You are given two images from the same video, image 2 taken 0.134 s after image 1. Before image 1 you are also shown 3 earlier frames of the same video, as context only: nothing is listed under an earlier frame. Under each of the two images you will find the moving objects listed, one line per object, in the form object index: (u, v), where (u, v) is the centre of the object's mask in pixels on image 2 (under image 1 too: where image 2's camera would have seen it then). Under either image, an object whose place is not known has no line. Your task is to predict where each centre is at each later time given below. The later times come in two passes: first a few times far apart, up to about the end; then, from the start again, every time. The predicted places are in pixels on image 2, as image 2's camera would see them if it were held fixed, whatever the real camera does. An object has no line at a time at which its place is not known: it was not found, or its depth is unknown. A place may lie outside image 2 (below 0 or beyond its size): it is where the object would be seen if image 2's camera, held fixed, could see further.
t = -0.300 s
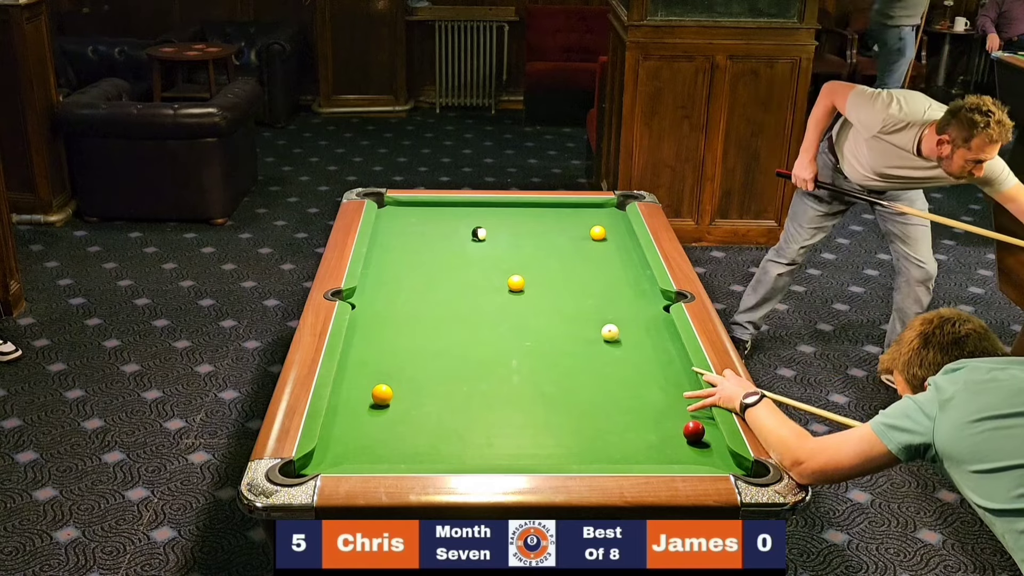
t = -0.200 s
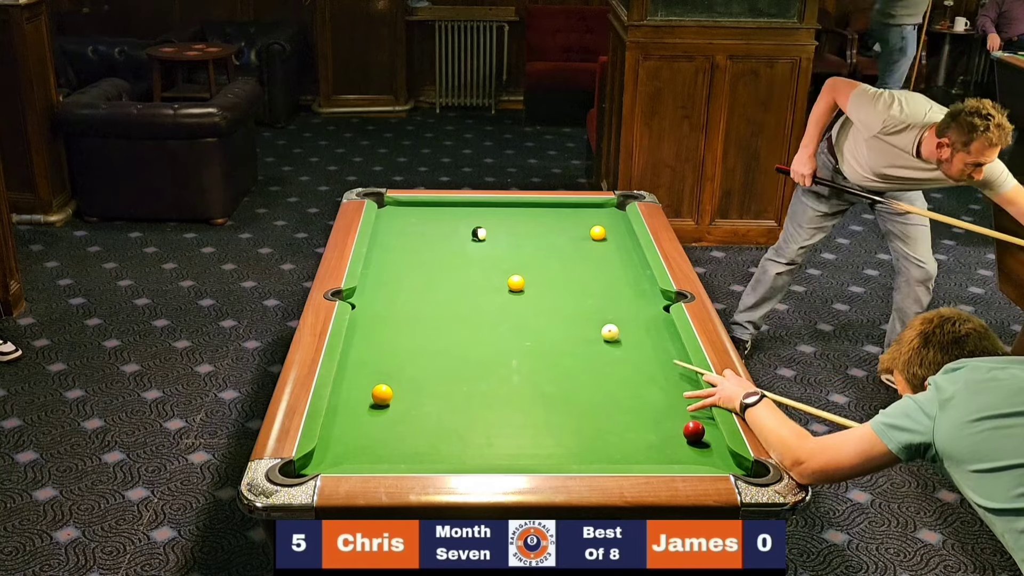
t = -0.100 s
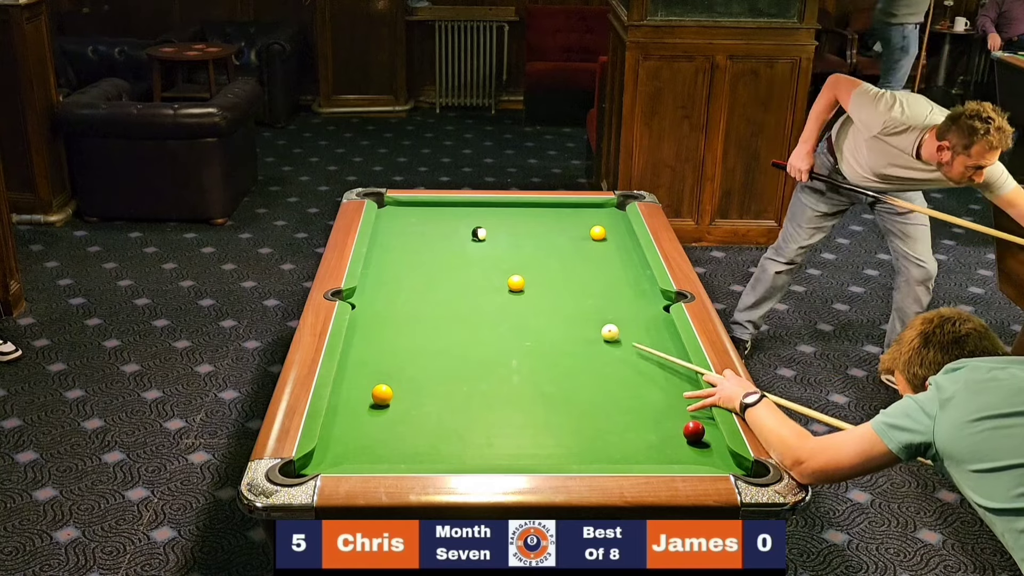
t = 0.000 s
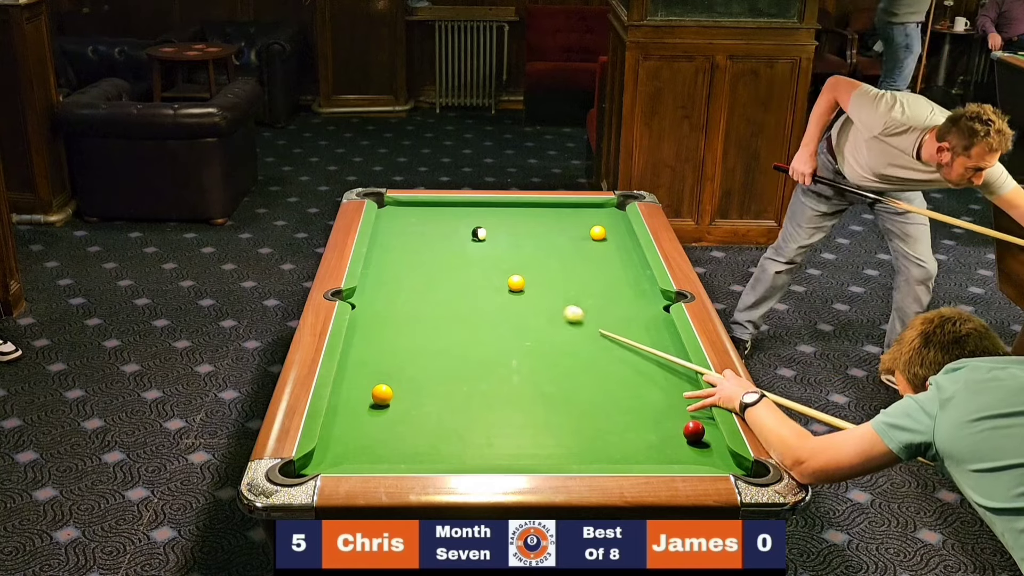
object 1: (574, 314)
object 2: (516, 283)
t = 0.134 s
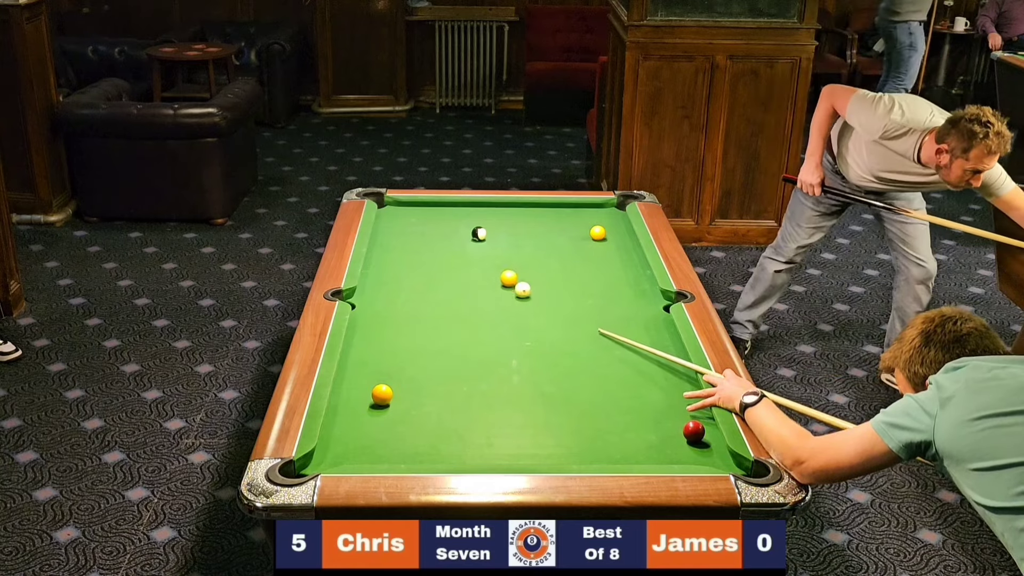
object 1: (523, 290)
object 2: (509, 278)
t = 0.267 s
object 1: (517, 292)
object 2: (479, 259)
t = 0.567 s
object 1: (505, 296)
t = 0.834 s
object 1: (497, 299)
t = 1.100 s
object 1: (490, 302)
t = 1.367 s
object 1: (486, 303)
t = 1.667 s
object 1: (483, 305)
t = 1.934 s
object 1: (482, 305)
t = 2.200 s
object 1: (482, 305)
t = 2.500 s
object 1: (482, 305)
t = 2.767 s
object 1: (482, 305)
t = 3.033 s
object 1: (482, 305)
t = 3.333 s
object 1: (482, 305)
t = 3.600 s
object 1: (482, 305)
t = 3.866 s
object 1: (482, 305)
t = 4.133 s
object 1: (482, 305)
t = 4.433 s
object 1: (482, 305)
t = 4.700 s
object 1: (482, 305)
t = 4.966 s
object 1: (482, 305)
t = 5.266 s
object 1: (482, 305)
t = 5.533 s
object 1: (482, 305)
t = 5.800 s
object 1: (482, 305)
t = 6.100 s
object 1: (482, 305)
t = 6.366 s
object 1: (482, 305)
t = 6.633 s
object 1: (482, 305)
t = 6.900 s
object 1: (482, 305)
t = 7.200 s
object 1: (482, 305)
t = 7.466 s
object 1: (482, 305)
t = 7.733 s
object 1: (482, 305)
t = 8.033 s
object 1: (482, 305)
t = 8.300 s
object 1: (482, 305)
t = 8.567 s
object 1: (482, 305)
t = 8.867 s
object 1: (482, 305)
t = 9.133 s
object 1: (482, 305)
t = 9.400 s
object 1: (482, 305)
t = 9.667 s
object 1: (482, 305)
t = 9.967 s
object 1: (482, 305)
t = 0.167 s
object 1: (521, 290)
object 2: (500, 273)
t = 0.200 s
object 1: (520, 291)
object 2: (492, 268)
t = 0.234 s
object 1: (518, 291)
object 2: (485, 263)
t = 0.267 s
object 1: (517, 292)
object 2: (479, 259)
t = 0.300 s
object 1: (515, 292)
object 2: (472, 255)
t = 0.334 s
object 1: (514, 293)
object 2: (467, 251)
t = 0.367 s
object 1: (513, 293)
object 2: (461, 248)
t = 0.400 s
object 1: (511, 294)
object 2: (455, 244)
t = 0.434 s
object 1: (510, 294)
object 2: (450, 240)
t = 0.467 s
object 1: (509, 295)
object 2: (445, 237)
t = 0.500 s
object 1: (508, 295)
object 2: (440, 234)
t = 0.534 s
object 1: (506, 295)
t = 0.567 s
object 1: (505, 296)
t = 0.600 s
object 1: (504, 296)
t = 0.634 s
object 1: (503, 297)
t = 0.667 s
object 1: (502, 297)
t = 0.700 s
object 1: (501, 298)
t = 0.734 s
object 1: (500, 298)
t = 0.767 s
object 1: (499, 299)
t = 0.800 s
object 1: (498, 299)
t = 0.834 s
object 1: (497, 299)
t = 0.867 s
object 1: (496, 300)
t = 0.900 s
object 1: (495, 300)
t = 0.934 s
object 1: (494, 300)
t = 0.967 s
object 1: (493, 301)
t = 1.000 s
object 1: (493, 301)
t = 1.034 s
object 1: (492, 301)
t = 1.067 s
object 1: (491, 301)
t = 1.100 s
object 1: (490, 302)
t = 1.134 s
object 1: (490, 302)
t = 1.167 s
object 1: (489, 302)
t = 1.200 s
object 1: (489, 302)
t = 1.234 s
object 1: (488, 302)
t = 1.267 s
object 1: (487, 303)
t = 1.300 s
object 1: (487, 303)
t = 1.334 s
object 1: (486, 303)
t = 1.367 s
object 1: (486, 303)
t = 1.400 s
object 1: (485, 303)
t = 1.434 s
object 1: (485, 304)
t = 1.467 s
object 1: (484, 304)
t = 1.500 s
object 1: (484, 304)
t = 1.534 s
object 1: (484, 304)
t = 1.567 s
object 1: (483, 304)
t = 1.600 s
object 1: (483, 304)
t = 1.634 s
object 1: (483, 304)
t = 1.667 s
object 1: (483, 305)
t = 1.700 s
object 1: (482, 305)
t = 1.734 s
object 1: (482, 305)
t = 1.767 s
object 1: (482, 305)
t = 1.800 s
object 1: (482, 305)
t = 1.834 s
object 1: (482, 305)
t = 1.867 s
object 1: (482, 305)
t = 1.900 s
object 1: (482, 305)
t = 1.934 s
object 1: (482, 305)
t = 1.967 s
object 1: (482, 305)
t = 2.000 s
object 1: (482, 305)
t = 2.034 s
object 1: (482, 305)
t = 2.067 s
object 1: (482, 305)
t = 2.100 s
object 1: (482, 305)
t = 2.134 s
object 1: (482, 305)
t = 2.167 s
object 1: (482, 305)
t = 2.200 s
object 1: (482, 305)
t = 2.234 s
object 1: (482, 305)
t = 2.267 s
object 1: (482, 305)
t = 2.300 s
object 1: (482, 305)
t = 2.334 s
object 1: (482, 305)
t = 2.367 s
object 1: (482, 305)
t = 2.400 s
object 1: (482, 305)
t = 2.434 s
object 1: (482, 305)
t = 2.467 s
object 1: (482, 305)
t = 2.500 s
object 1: (482, 305)
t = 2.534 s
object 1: (482, 305)
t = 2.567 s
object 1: (482, 305)
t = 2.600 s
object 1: (482, 305)
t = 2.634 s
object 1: (482, 305)
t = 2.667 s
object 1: (482, 305)
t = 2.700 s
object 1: (482, 305)
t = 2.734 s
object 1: (482, 305)
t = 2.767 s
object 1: (482, 305)
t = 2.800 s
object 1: (482, 305)
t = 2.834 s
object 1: (482, 305)
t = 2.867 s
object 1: (482, 305)
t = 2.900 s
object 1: (482, 305)
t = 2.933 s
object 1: (482, 305)
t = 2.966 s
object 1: (482, 305)
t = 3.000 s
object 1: (482, 305)
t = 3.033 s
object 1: (482, 305)
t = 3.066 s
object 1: (482, 305)
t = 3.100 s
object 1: (482, 305)
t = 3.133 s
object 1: (482, 305)
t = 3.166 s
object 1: (482, 305)
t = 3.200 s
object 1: (482, 305)
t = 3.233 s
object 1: (482, 305)
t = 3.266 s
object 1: (482, 305)
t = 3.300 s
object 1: (482, 305)
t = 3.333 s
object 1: (482, 305)
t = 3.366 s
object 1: (482, 305)
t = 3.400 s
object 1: (482, 305)
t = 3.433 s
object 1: (482, 305)
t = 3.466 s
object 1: (482, 305)
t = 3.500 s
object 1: (482, 305)
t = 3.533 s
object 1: (482, 305)
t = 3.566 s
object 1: (482, 305)
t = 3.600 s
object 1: (482, 305)
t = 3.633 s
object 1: (482, 305)
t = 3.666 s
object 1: (482, 305)
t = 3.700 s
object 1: (482, 305)
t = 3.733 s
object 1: (482, 305)
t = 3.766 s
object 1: (482, 305)
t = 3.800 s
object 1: (482, 305)
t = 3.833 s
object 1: (482, 305)
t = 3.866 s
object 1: (482, 305)
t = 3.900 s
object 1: (482, 305)
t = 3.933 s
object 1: (482, 305)
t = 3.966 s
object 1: (482, 305)
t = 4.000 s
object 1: (482, 305)
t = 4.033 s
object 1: (482, 305)
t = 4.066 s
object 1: (482, 305)
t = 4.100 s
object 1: (482, 305)
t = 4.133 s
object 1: (482, 305)
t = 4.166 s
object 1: (482, 305)
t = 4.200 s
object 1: (482, 305)
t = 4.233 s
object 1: (482, 305)
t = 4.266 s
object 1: (482, 305)
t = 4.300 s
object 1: (482, 305)
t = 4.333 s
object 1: (482, 305)
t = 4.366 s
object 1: (482, 305)
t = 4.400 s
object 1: (482, 305)
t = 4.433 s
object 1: (482, 305)
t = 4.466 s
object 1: (482, 305)
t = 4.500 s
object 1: (482, 305)
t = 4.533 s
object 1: (482, 305)
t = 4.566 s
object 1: (482, 305)
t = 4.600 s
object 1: (482, 305)
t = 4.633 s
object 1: (482, 305)
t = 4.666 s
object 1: (482, 305)
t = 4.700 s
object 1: (482, 305)
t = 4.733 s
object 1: (482, 305)
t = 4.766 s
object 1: (482, 305)
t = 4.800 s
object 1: (482, 305)
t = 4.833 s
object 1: (482, 305)
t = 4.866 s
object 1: (482, 305)
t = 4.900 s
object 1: (482, 305)
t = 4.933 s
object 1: (482, 305)
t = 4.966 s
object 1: (482, 305)
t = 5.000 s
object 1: (482, 305)
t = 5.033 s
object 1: (482, 305)
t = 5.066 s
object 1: (482, 305)
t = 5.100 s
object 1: (482, 305)
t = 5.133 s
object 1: (482, 305)
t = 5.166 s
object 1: (482, 305)
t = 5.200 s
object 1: (482, 305)
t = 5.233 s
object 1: (482, 305)
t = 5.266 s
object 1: (482, 305)
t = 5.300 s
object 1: (482, 304)
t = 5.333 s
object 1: (482, 305)
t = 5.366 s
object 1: (482, 305)
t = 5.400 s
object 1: (482, 305)
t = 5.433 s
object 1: (482, 305)
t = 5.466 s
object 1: (482, 305)
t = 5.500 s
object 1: (482, 305)
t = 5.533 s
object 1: (482, 305)
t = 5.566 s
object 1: (482, 305)
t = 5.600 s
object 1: (482, 305)
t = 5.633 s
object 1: (482, 305)
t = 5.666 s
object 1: (482, 305)
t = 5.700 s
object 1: (482, 305)
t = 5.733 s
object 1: (482, 305)
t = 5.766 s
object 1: (482, 305)
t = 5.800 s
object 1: (482, 305)
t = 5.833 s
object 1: (482, 305)
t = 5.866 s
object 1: (482, 305)
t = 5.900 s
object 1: (482, 305)
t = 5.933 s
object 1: (482, 304)
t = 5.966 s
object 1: (482, 305)
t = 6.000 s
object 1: (482, 305)
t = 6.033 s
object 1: (482, 305)
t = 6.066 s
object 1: (482, 305)
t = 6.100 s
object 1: (482, 305)
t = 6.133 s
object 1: (482, 305)
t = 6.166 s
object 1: (482, 305)
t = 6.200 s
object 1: (482, 305)
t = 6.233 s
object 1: (482, 305)
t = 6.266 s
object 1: (482, 305)
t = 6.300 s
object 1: (482, 305)
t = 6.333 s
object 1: (482, 305)
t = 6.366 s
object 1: (482, 305)
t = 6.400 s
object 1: (482, 305)
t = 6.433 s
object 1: (482, 305)
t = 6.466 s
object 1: (482, 305)
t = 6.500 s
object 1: (482, 305)
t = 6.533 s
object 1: (482, 305)
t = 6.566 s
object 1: (482, 305)
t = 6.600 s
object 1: (482, 305)
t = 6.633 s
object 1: (482, 305)
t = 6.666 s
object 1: (482, 305)
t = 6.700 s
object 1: (482, 305)
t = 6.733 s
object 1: (482, 305)
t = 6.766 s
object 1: (482, 305)
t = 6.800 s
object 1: (482, 305)
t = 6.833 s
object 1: (482, 305)
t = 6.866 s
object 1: (482, 305)
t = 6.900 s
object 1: (482, 305)
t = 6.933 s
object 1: (482, 305)
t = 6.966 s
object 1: (482, 305)
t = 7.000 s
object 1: (482, 305)
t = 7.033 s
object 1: (482, 305)
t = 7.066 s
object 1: (482, 305)
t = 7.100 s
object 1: (482, 305)
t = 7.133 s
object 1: (482, 305)
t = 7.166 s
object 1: (482, 305)
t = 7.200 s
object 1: (482, 305)
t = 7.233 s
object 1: (482, 305)
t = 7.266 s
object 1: (482, 305)
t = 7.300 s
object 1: (482, 305)
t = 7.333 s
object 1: (482, 305)
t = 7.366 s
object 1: (482, 305)
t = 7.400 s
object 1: (482, 305)
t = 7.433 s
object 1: (482, 305)
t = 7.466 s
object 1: (482, 305)
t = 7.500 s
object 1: (482, 305)
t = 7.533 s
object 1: (482, 305)
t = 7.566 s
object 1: (482, 305)
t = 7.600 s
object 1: (482, 305)
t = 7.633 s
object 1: (482, 305)
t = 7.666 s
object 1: (482, 305)
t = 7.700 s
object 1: (482, 305)
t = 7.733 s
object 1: (482, 305)
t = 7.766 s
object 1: (482, 305)
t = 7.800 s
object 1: (482, 305)
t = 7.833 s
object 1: (482, 305)
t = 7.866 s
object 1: (482, 305)
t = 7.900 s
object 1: (482, 305)
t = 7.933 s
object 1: (482, 305)
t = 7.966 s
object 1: (482, 305)
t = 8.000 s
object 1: (482, 305)
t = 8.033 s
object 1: (482, 305)
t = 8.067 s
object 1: (482, 305)
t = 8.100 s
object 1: (482, 305)
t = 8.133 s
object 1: (482, 305)
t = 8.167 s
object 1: (482, 305)
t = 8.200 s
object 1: (482, 305)
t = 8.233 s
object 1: (482, 305)
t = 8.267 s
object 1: (482, 305)
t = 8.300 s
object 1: (482, 305)
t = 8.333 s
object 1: (482, 305)
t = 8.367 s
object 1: (482, 305)
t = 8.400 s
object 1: (482, 305)
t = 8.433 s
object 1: (482, 305)
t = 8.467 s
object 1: (482, 305)
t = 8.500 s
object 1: (482, 305)
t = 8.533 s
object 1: (482, 305)
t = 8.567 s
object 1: (482, 305)
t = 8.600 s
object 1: (482, 305)
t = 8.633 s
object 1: (482, 305)
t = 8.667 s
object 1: (482, 305)
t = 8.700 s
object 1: (482, 305)
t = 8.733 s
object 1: (482, 305)
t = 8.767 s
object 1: (482, 305)
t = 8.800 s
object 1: (482, 305)
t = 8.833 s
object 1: (482, 305)
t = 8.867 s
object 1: (482, 305)
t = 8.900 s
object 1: (482, 305)
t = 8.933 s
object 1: (482, 305)
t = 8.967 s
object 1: (482, 305)
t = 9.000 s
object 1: (482, 305)
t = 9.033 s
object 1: (482, 305)
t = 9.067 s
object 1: (482, 305)
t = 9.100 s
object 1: (482, 305)
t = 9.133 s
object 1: (482, 305)
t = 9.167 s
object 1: (482, 305)
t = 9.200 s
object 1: (482, 305)
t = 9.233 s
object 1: (482, 305)
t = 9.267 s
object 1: (482, 305)
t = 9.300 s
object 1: (482, 305)
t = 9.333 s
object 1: (482, 305)
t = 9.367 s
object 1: (482, 305)
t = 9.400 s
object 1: (482, 305)
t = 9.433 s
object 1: (482, 305)
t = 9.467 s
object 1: (482, 305)
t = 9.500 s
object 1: (482, 305)
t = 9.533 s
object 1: (482, 305)
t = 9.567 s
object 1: (482, 305)
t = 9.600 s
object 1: (482, 305)
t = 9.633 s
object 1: (482, 304)
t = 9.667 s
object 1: (482, 305)
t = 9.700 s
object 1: (482, 305)
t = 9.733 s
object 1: (482, 305)
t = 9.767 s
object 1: (482, 305)
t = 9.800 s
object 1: (482, 305)
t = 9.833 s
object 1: (482, 305)
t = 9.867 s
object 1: (482, 305)
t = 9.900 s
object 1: (482, 305)
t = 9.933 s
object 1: (482, 305)
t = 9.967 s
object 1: (482, 305)
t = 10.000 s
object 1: (482, 305)
